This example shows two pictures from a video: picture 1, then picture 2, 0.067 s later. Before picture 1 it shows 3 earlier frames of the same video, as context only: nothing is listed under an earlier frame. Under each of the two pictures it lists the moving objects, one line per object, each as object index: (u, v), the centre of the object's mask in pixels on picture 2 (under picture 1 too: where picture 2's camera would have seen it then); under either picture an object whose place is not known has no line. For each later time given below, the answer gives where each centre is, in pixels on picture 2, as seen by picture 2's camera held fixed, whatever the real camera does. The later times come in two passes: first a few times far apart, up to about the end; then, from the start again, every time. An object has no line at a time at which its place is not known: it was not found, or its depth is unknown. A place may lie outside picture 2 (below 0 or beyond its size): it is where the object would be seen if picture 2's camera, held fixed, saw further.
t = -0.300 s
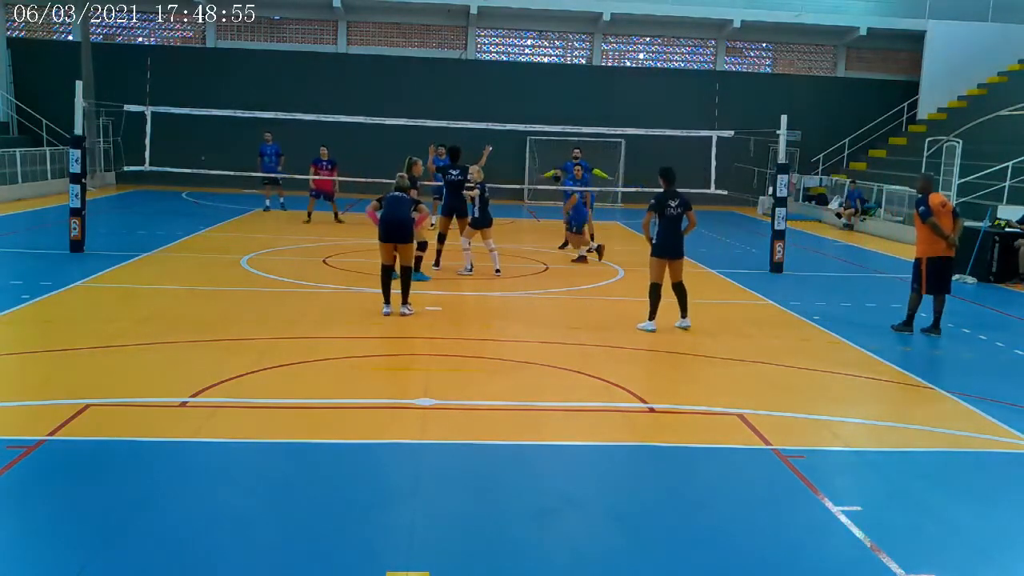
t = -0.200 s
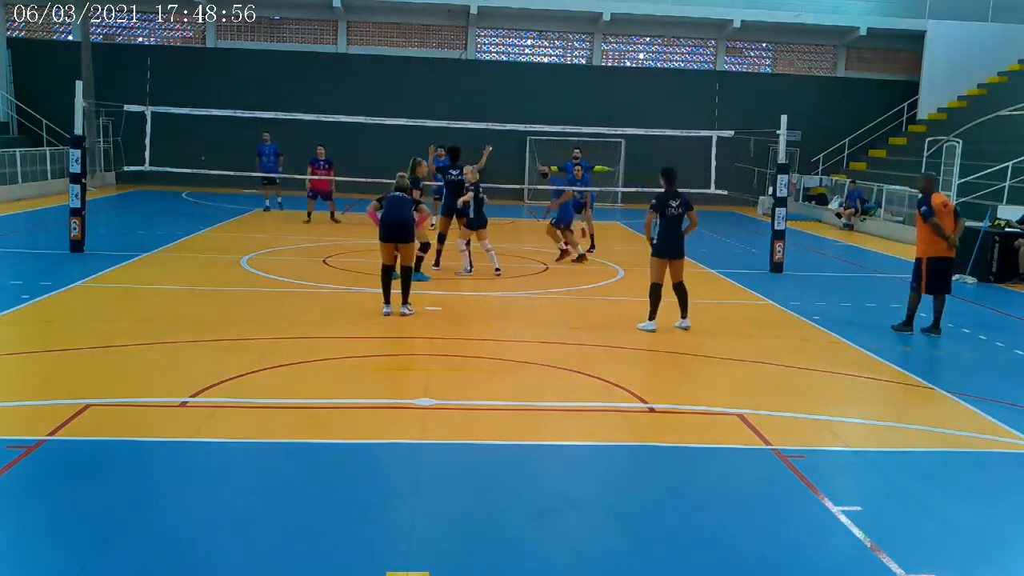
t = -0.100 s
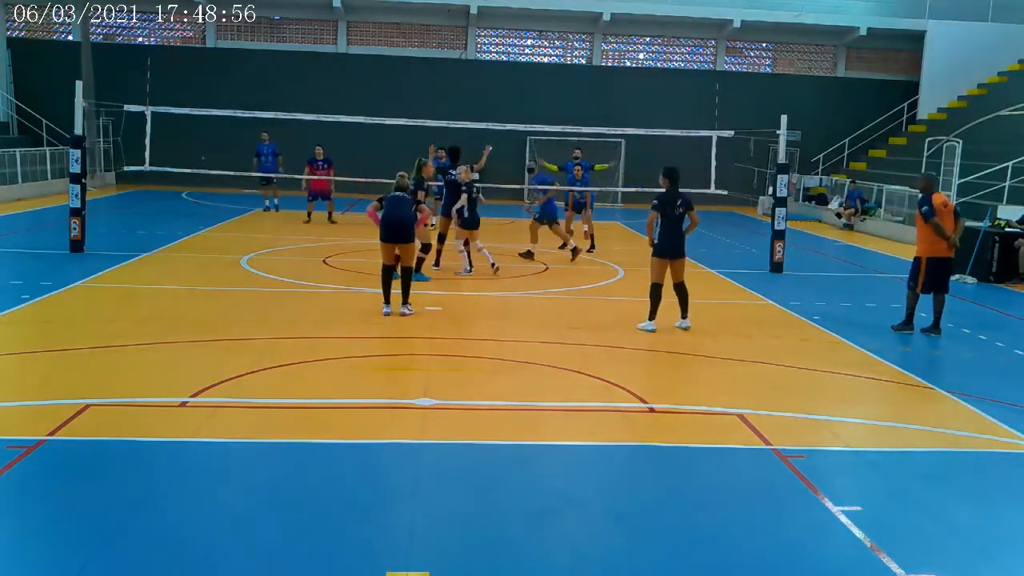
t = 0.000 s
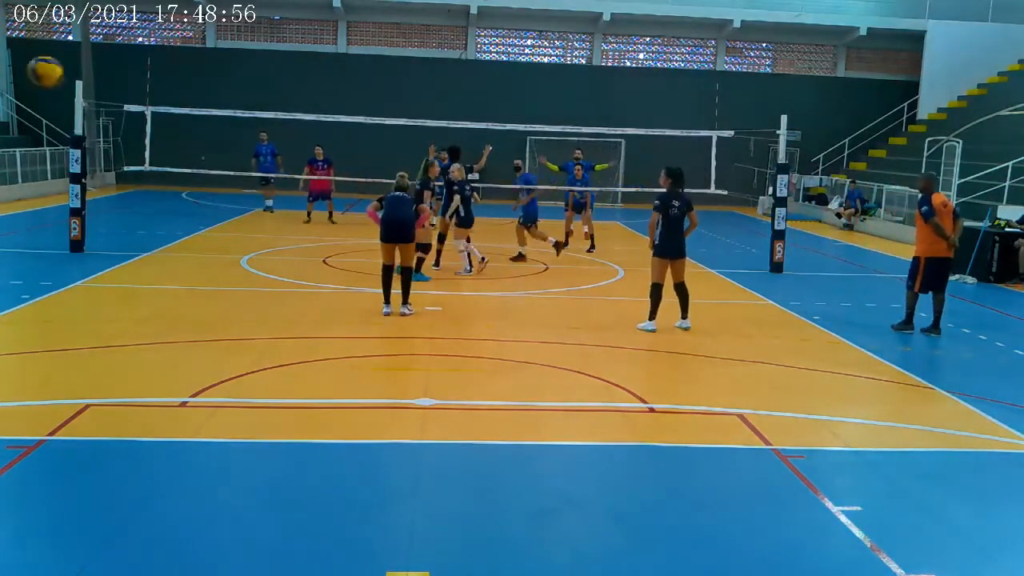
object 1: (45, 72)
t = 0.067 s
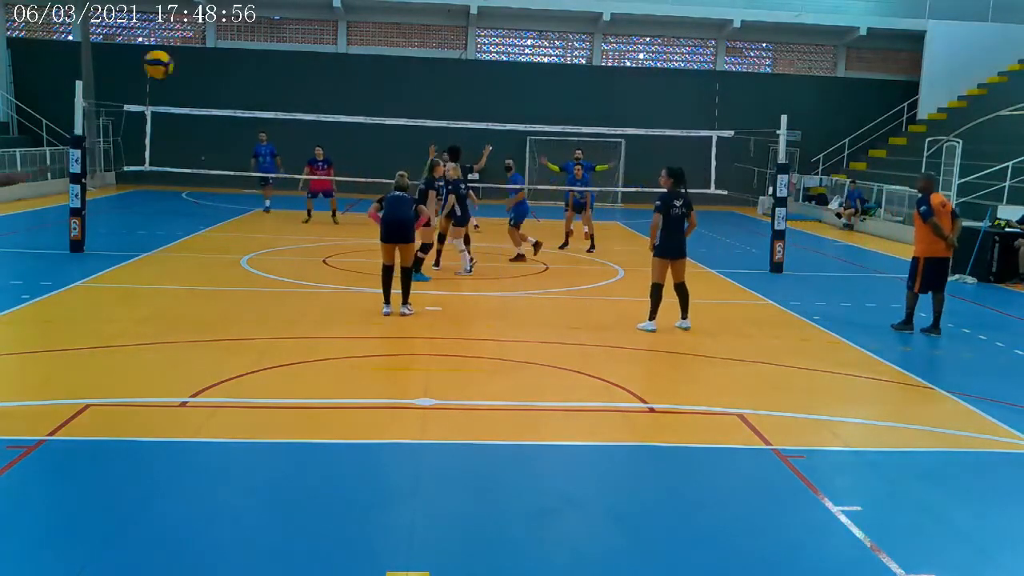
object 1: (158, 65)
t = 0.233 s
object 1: (342, 67)
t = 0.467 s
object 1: (483, 106)
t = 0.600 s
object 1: (532, 136)
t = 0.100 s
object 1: (204, 62)
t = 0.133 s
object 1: (244, 62)
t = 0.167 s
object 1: (280, 62)
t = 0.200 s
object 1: (312, 64)
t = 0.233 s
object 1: (342, 67)
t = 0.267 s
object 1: (368, 71)
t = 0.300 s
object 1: (392, 76)
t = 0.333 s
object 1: (414, 81)
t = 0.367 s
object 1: (433, 86)
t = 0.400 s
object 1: (451, 92)
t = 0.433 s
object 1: (468, 99)
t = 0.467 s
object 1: (483, 106)
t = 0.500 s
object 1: (497, 112)
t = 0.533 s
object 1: (510, 121)
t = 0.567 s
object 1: (521, 128)
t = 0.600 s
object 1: (532, 136)
